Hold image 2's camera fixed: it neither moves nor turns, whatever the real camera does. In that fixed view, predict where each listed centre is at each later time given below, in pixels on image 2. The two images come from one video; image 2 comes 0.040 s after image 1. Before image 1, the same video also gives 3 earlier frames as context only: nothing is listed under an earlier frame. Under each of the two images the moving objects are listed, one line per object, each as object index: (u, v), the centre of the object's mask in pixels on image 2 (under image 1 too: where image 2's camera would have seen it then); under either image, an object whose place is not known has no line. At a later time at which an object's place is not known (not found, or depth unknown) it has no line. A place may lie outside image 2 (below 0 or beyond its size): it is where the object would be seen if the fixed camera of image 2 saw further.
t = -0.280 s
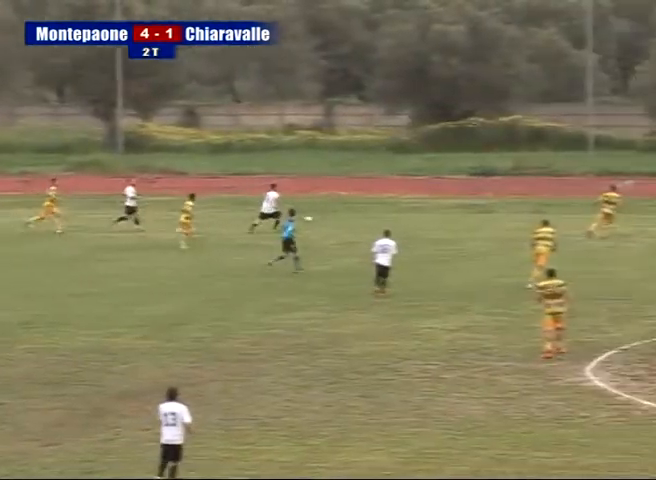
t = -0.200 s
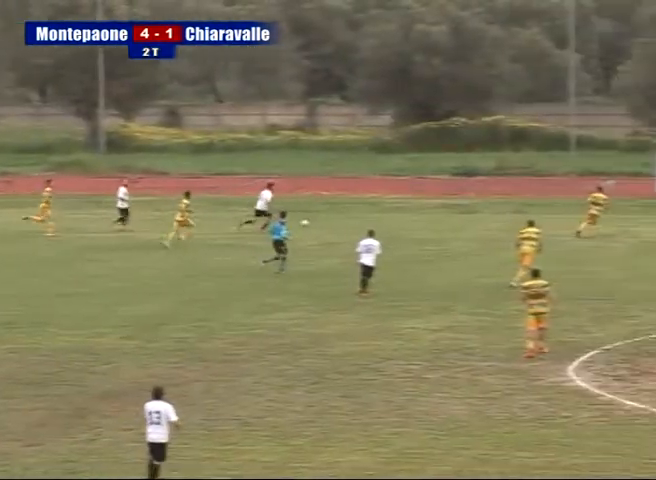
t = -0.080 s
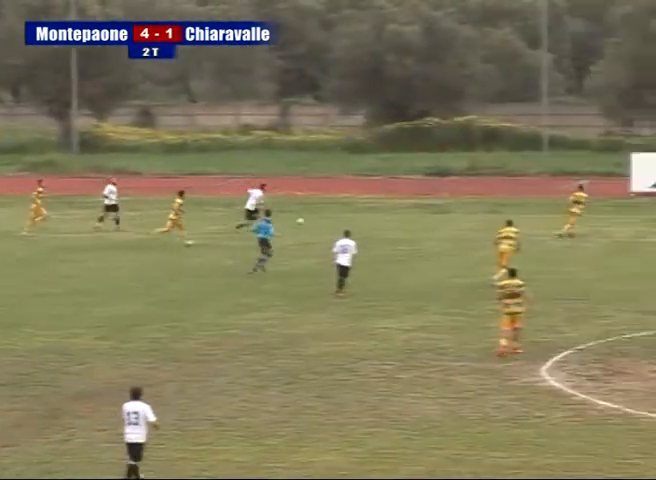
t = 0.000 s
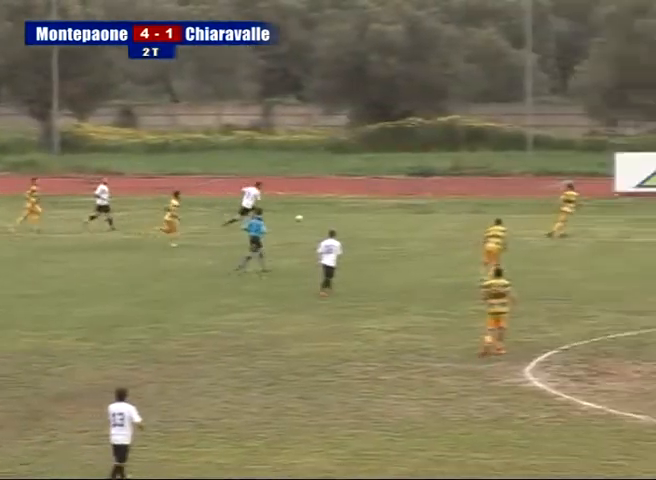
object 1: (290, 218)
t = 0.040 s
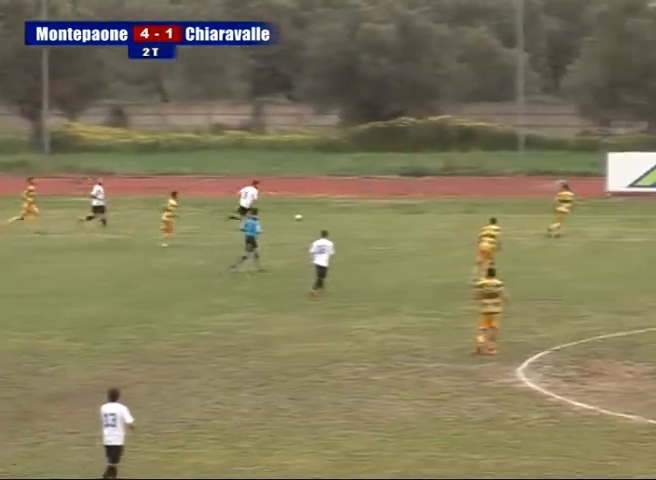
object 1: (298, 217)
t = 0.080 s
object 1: (306, 216)
